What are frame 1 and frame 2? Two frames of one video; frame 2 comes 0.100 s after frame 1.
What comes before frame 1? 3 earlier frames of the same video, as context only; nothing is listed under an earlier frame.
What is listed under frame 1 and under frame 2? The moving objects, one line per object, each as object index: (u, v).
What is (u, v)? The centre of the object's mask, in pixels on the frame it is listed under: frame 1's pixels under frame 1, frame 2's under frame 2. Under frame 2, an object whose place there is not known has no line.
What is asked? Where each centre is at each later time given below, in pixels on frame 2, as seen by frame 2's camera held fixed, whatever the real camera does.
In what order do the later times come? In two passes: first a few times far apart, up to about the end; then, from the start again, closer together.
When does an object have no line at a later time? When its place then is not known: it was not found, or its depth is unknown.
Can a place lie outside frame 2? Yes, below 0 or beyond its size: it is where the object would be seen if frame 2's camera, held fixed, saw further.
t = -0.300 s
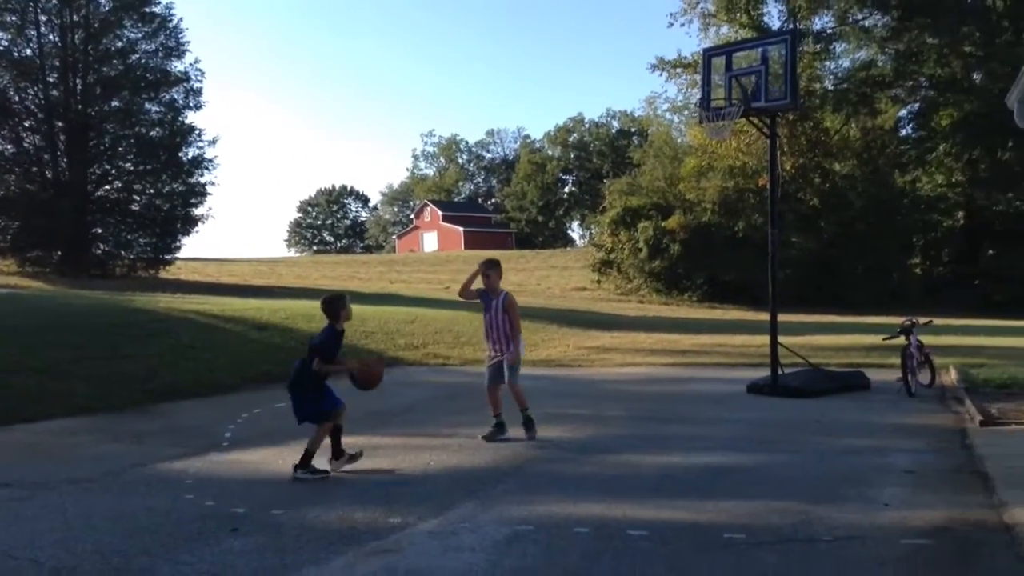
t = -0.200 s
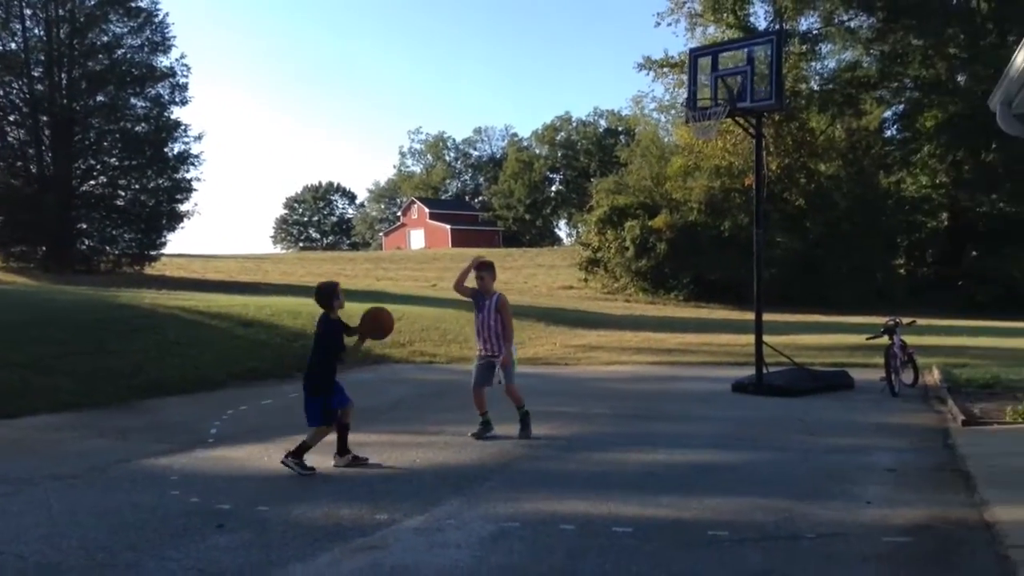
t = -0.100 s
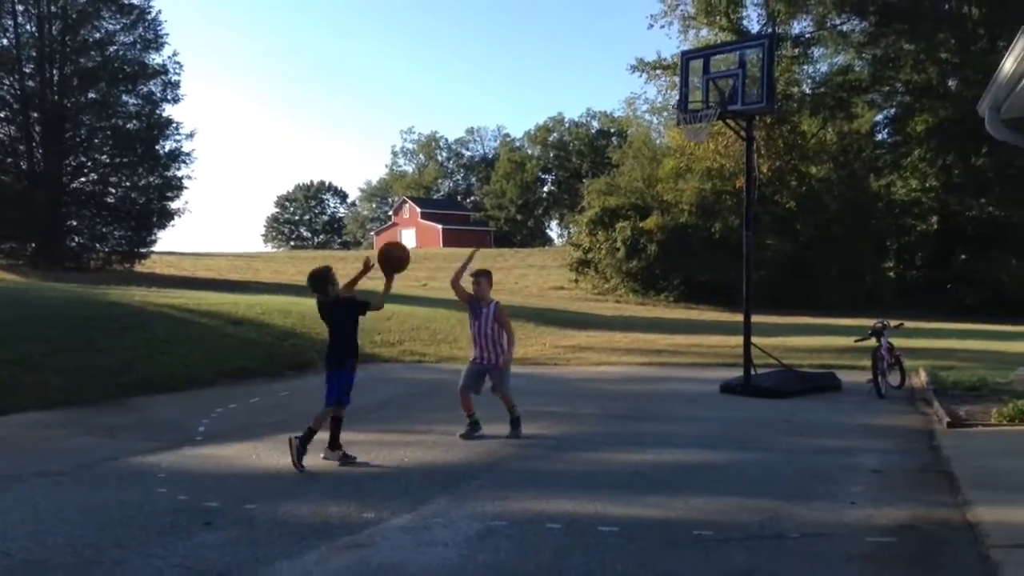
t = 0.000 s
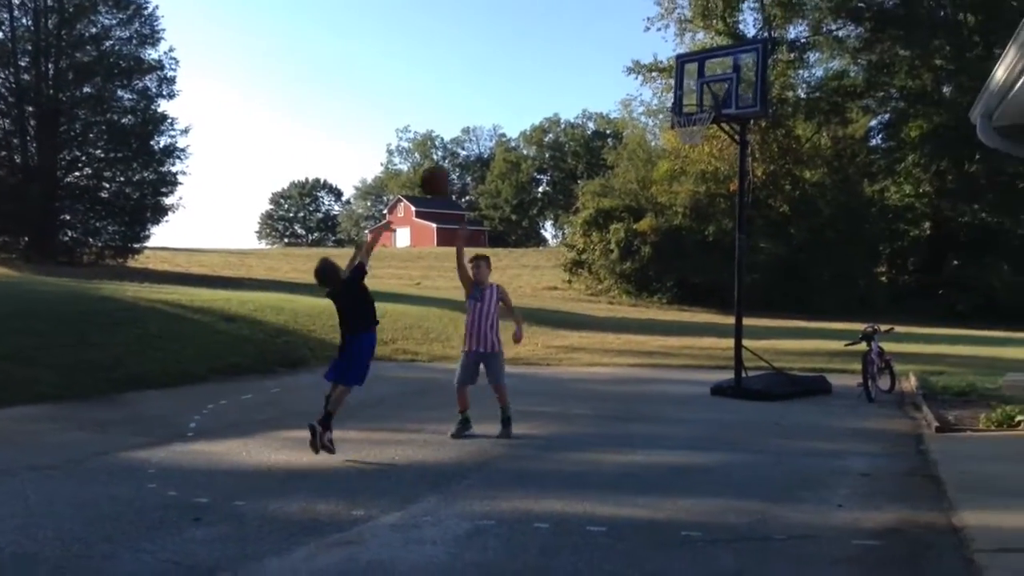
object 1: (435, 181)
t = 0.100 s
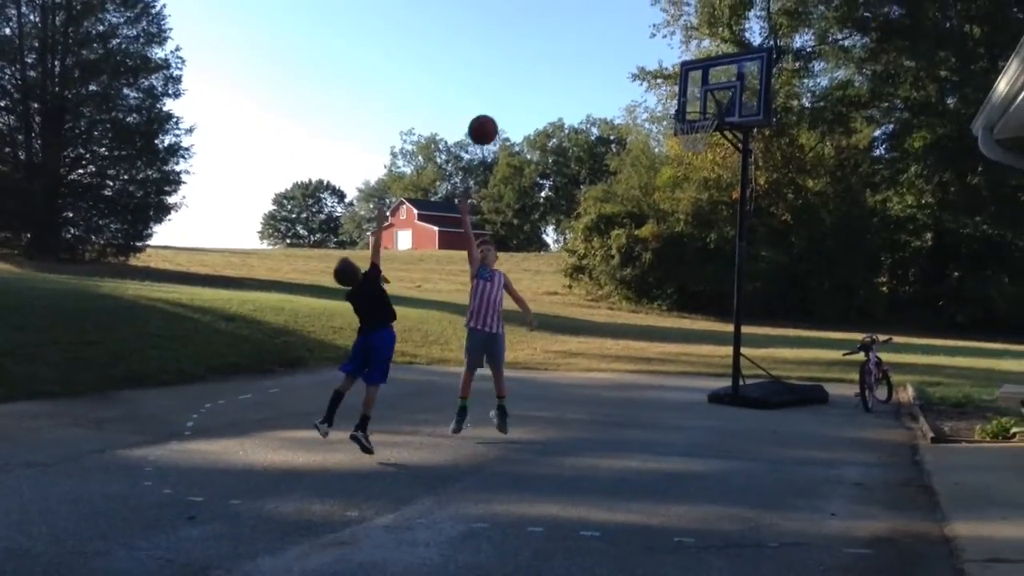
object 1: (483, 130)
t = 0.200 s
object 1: (524, 91)
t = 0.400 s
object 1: (596, 61)
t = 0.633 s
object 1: (665, 84)
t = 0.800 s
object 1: (696, 90)
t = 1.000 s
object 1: (718, 78)
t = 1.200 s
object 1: (743, 108)
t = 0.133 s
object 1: (497, 115)
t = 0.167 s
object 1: (511, 102)
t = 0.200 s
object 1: (524, 91)
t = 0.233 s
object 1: (537, 81)
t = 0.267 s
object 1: (549, 74)
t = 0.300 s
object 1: (562, 69)
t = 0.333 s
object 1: (574, 65)
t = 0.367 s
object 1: (585, 62)
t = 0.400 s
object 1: (596, 61)
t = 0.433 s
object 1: (607, 61)
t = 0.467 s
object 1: (617, 63)
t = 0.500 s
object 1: (627, 65)
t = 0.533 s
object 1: (637, 68)
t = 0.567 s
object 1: (646, 73)
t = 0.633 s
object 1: (665, 84)
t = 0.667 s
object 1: (672, 92)
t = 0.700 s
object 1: (682, 100)
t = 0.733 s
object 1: (687, 101)
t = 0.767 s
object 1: (690, 96)
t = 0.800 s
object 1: (696, 90)
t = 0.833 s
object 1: (699, 85)
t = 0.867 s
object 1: (702, 82)
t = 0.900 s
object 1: (706, 80)
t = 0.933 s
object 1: (710, 78)
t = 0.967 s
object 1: (714, 77)
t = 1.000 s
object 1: (718, 78)
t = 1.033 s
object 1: (723, 79)
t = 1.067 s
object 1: (727, 83)
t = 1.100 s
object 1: (730, 87)
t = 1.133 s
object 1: (734, 94)
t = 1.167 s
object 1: (738, 101)
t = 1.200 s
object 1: (743, 108)
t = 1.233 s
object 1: (747, 116)
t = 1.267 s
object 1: (751, 128)
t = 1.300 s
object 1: (754, 138)
